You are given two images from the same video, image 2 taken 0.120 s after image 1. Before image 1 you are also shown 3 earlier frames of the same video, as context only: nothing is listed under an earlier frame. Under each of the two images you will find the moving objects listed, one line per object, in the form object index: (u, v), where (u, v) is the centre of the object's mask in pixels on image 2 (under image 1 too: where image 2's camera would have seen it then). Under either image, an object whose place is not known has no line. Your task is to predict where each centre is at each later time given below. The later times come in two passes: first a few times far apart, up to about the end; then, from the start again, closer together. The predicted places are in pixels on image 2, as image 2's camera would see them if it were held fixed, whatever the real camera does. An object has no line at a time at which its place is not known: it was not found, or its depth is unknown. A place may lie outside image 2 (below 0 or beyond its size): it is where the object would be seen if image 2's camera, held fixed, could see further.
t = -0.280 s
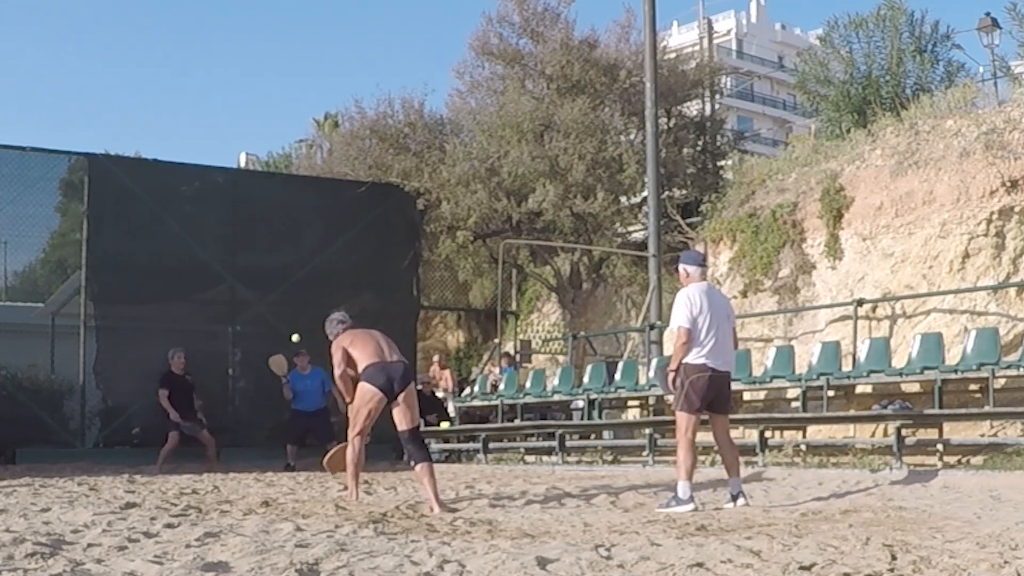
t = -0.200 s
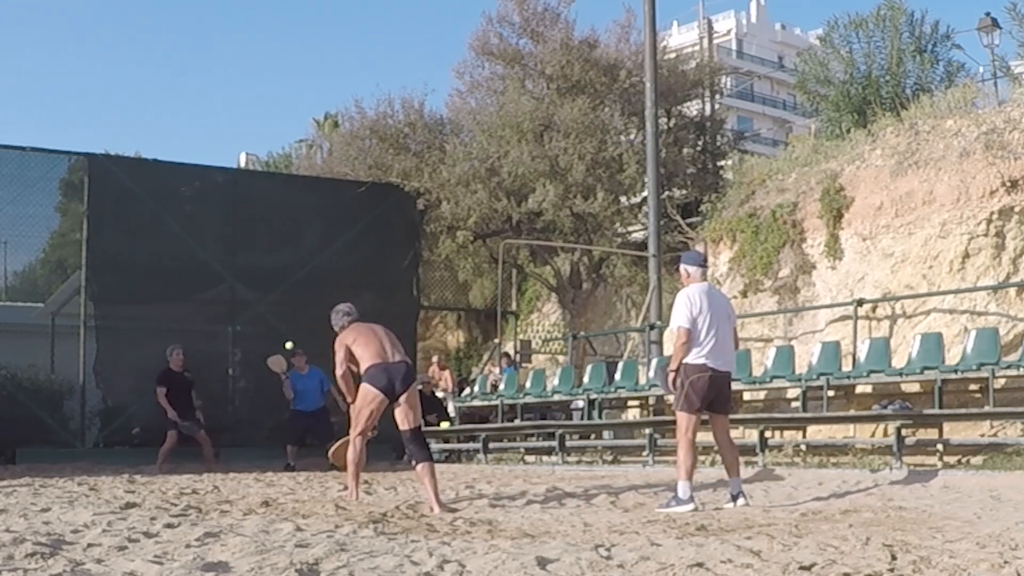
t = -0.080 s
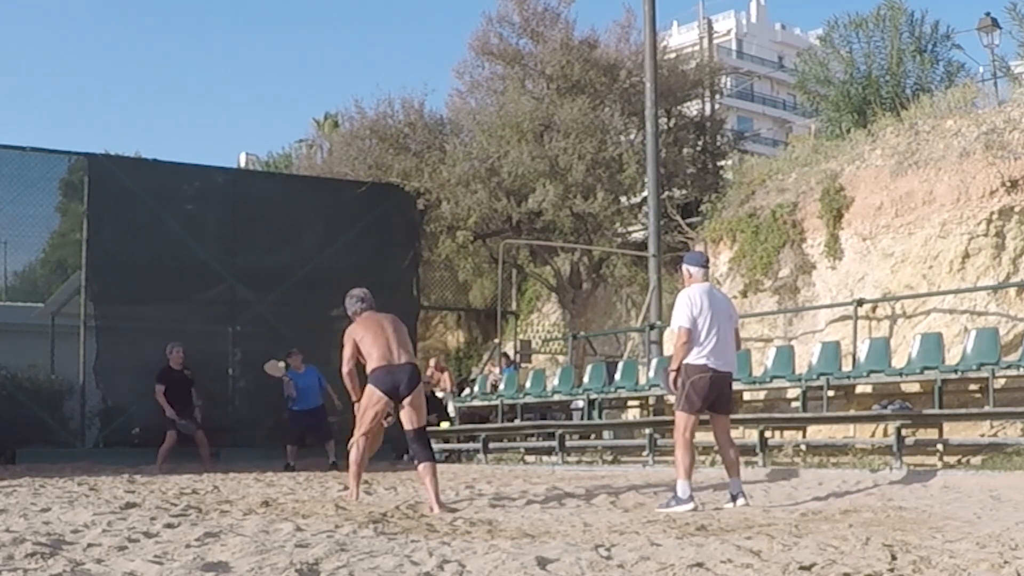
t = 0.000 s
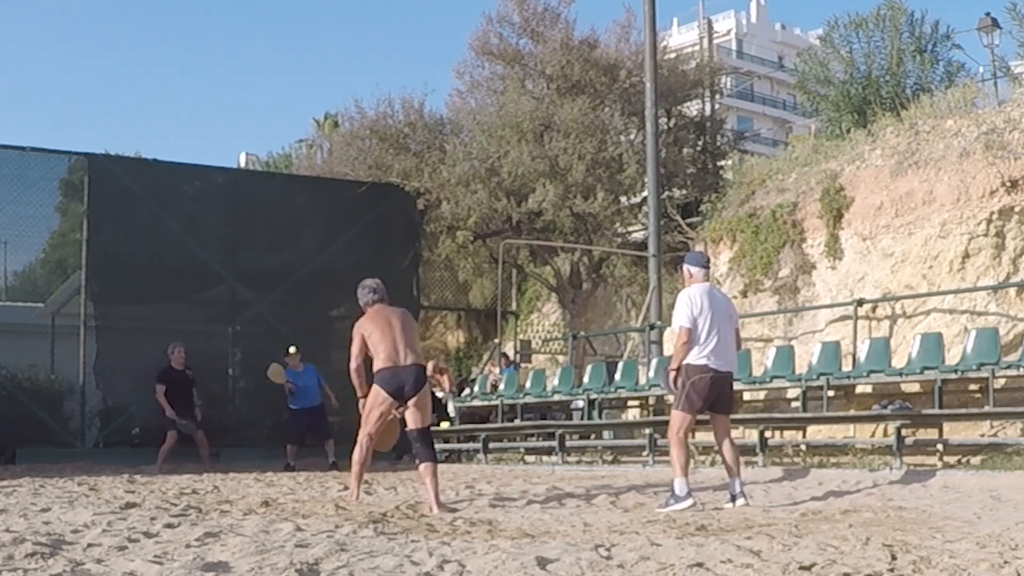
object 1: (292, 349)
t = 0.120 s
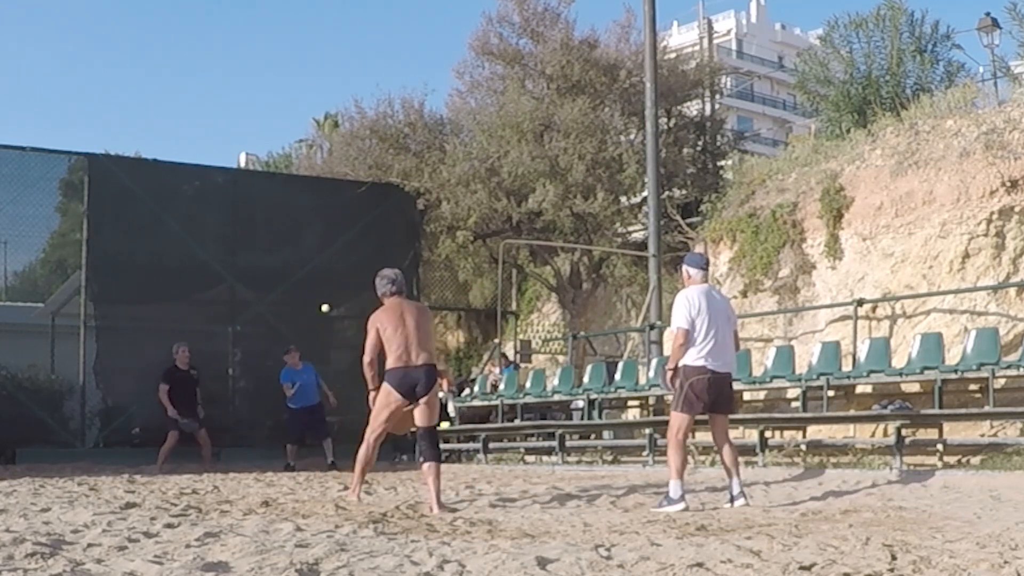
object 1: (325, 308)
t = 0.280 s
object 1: (375, 264)
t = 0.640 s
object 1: (527, 240)
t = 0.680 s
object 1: (548, 247)
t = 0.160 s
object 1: (337, 295)
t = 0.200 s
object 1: (349, 284)
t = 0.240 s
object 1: (362, 274)
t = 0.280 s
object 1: (375, 264)
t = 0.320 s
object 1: (389, 256)
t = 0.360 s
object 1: (404, 249)
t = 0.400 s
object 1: (419, 243)
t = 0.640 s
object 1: (527, 240)
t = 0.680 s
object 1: (548, 247)
